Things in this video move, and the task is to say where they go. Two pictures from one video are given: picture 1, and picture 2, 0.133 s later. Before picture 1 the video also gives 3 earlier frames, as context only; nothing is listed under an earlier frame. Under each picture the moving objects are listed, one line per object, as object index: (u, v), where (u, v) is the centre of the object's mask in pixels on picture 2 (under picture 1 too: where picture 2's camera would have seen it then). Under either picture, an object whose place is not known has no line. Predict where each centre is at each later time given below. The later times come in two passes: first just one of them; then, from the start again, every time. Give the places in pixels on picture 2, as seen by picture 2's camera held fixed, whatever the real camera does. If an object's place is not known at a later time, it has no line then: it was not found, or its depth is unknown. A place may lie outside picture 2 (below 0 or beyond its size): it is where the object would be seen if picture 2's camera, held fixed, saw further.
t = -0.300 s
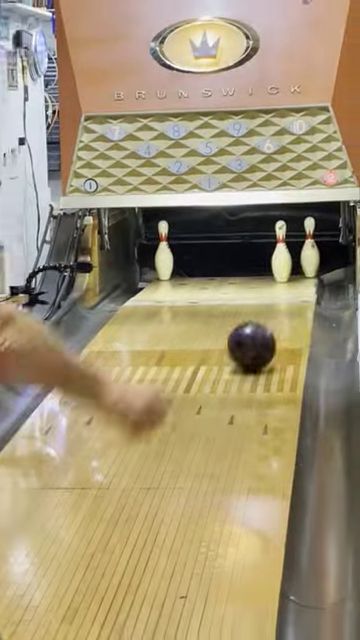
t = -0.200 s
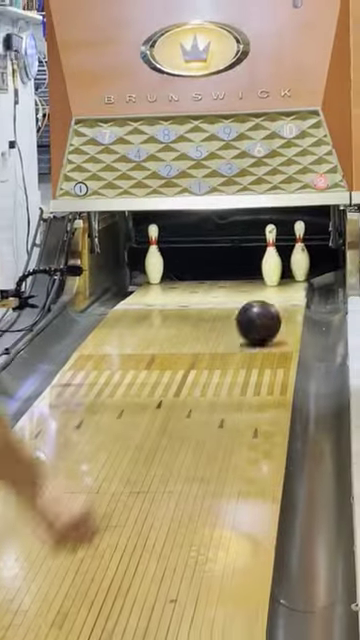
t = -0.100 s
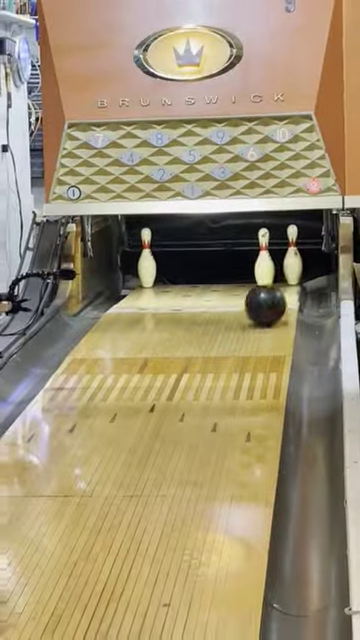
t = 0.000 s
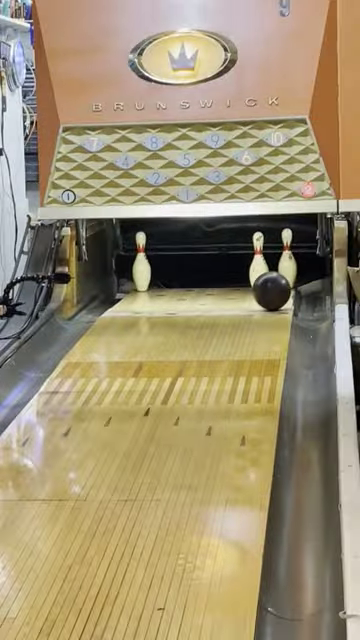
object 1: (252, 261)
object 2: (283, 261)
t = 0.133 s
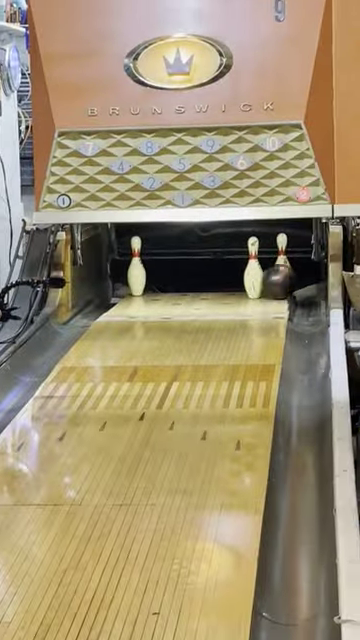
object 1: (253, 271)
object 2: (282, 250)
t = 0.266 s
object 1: (216, 279)
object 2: (279, 260)
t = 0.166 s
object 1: (244, 272)
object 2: (281, 248)
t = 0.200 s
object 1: (235, 273)
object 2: (280, 255)
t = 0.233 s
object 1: (225, 276)
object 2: (278, 257)
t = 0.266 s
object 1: (216, 279)
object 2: (279, 260)
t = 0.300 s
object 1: (208, 285)
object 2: (278, 266)
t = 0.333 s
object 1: (197, 289)
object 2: (277, 273)
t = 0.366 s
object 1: (187, 285)
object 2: (277, 285)
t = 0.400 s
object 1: (178, 281)
